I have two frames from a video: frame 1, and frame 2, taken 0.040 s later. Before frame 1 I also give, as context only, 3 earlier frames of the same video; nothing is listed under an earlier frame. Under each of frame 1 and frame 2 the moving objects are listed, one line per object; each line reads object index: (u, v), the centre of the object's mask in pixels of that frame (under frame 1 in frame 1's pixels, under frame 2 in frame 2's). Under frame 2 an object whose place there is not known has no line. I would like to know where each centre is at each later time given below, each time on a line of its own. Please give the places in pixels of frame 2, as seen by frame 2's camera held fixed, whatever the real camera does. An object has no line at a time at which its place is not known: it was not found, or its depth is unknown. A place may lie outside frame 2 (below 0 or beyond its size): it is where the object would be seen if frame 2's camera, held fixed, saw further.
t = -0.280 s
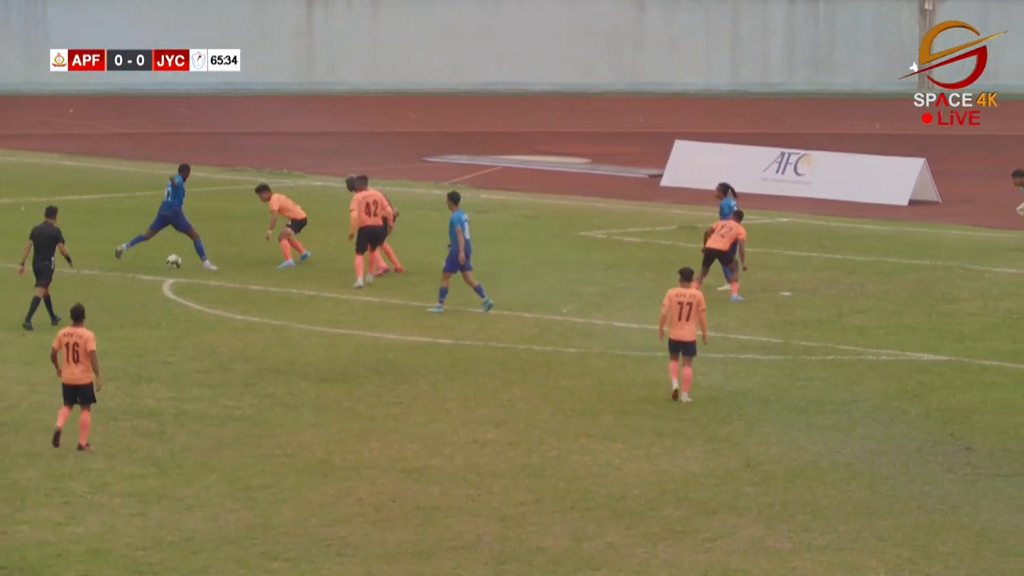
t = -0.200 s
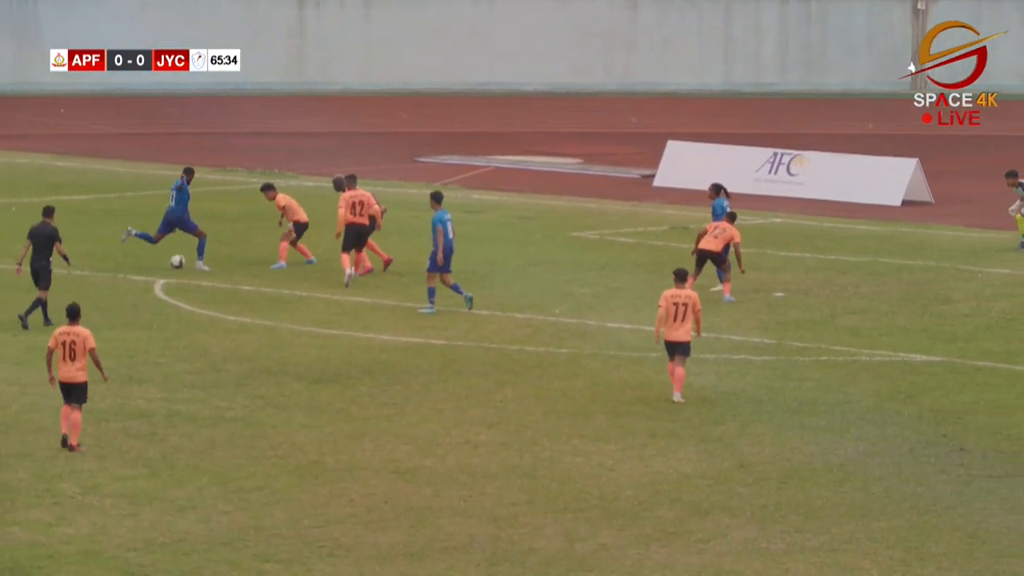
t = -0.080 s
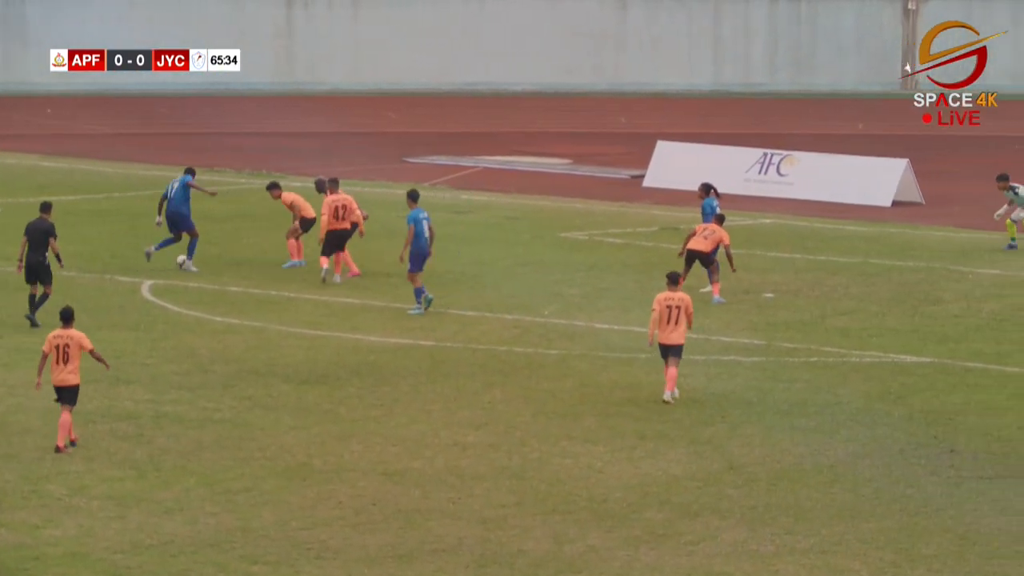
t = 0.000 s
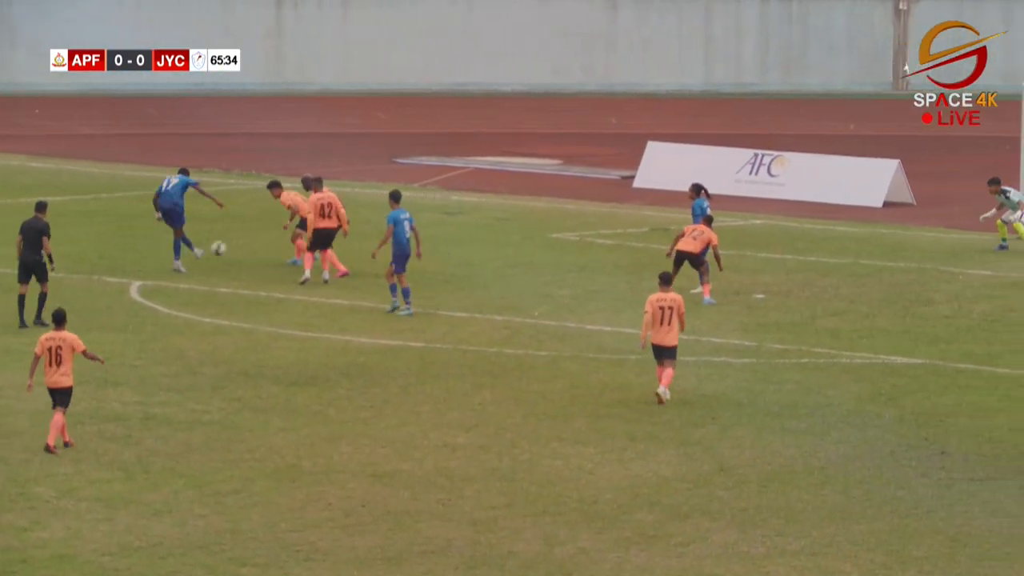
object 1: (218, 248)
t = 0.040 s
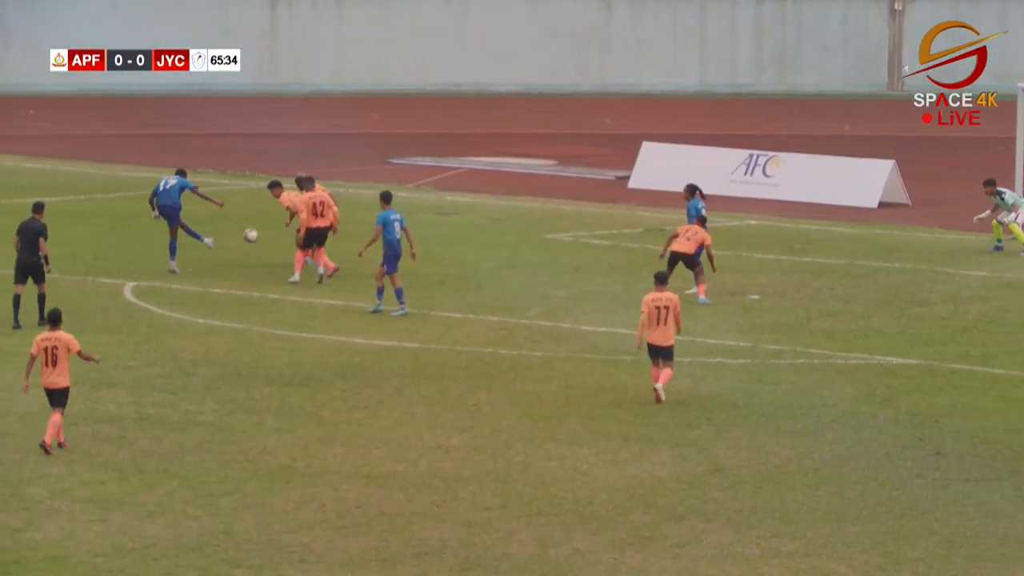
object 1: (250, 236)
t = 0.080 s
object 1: (286, 223)
